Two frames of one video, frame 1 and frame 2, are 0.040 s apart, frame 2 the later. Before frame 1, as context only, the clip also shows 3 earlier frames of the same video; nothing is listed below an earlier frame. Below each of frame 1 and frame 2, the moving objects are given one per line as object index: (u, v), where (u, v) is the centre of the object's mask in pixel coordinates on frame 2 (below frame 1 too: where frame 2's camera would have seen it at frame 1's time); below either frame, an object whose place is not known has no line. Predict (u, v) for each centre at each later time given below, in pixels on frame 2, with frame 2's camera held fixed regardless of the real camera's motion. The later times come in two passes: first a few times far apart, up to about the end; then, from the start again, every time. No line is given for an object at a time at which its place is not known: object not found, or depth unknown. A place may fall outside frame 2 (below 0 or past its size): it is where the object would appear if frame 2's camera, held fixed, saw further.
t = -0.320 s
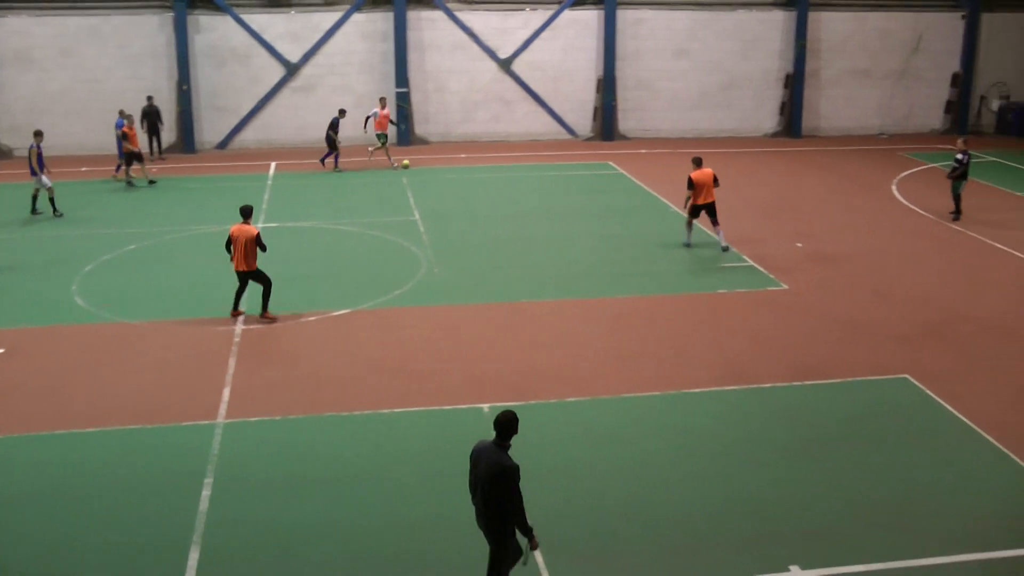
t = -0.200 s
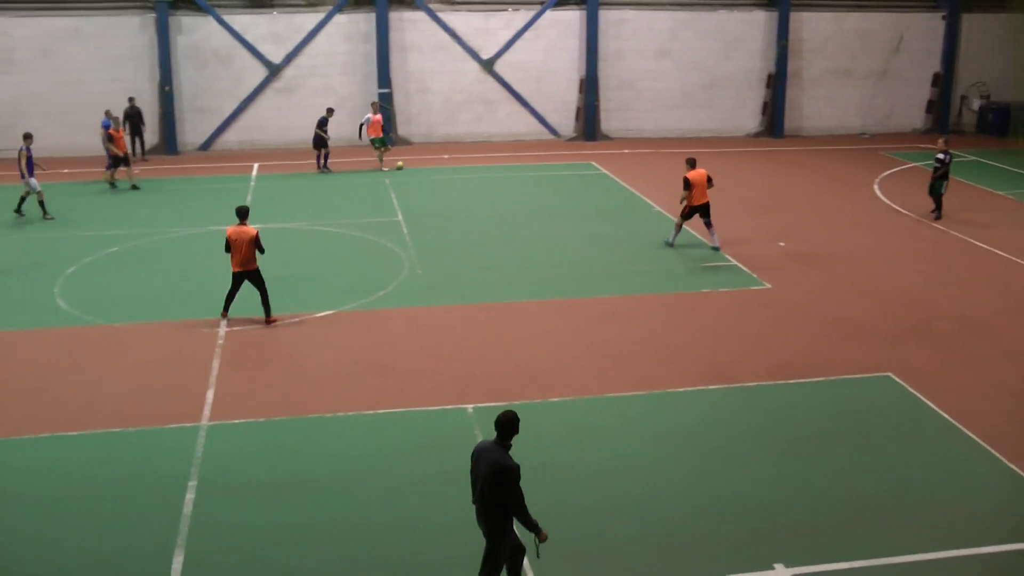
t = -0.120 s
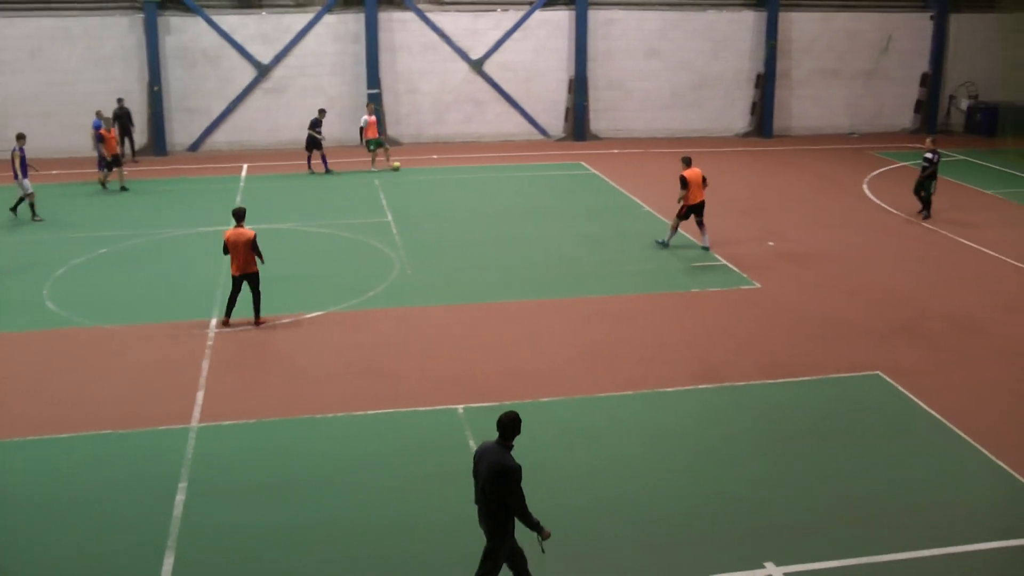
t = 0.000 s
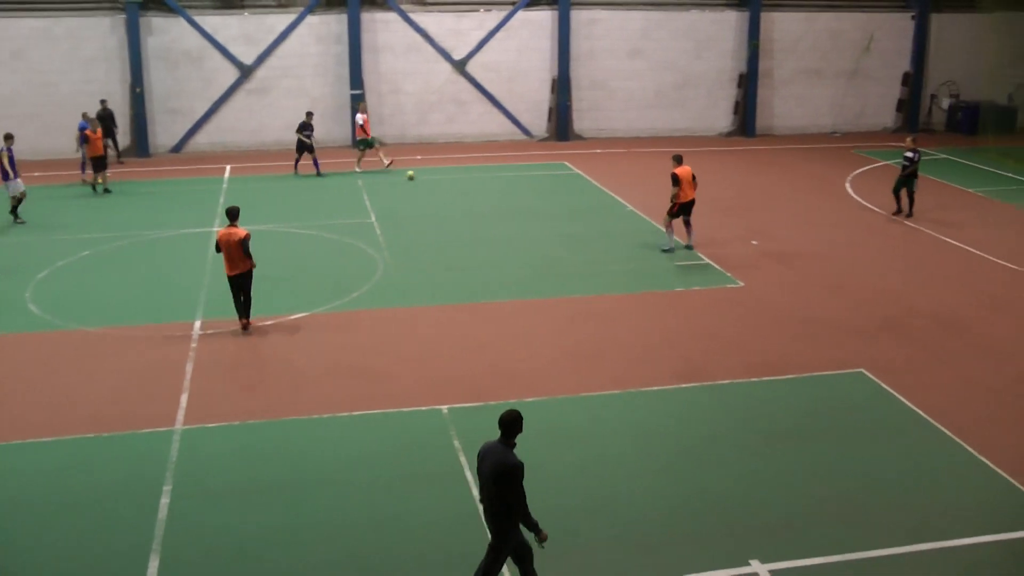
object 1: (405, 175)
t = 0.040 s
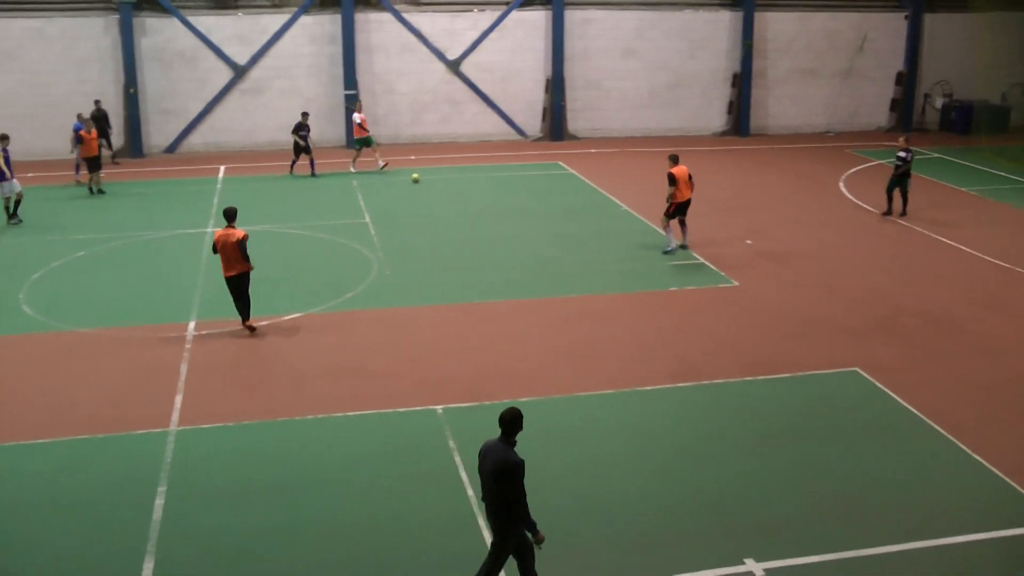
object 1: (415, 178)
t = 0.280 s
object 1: (474, 193)
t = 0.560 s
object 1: (541, 214)
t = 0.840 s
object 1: (608, 234)
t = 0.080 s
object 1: (425, 180)
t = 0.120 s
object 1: (435, 183)
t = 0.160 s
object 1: (445, 186)
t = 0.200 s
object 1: (455, 188)
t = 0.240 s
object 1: (465, 191)
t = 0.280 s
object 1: (474, 193)
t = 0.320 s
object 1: (484, 196)
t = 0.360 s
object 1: (494, 200)
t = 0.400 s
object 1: (503, 202)
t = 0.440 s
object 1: (513, 204)
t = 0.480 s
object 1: (522, 208)
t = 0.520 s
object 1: (532, 211)
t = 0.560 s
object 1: (541, 214)
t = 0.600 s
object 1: (550, 216)
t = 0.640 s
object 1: (559, 219)
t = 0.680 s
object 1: (568, 222)
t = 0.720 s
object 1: (578, 225)
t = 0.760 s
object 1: (588, 227)
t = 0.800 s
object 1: (598, 230)
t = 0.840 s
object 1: (608, 234)
